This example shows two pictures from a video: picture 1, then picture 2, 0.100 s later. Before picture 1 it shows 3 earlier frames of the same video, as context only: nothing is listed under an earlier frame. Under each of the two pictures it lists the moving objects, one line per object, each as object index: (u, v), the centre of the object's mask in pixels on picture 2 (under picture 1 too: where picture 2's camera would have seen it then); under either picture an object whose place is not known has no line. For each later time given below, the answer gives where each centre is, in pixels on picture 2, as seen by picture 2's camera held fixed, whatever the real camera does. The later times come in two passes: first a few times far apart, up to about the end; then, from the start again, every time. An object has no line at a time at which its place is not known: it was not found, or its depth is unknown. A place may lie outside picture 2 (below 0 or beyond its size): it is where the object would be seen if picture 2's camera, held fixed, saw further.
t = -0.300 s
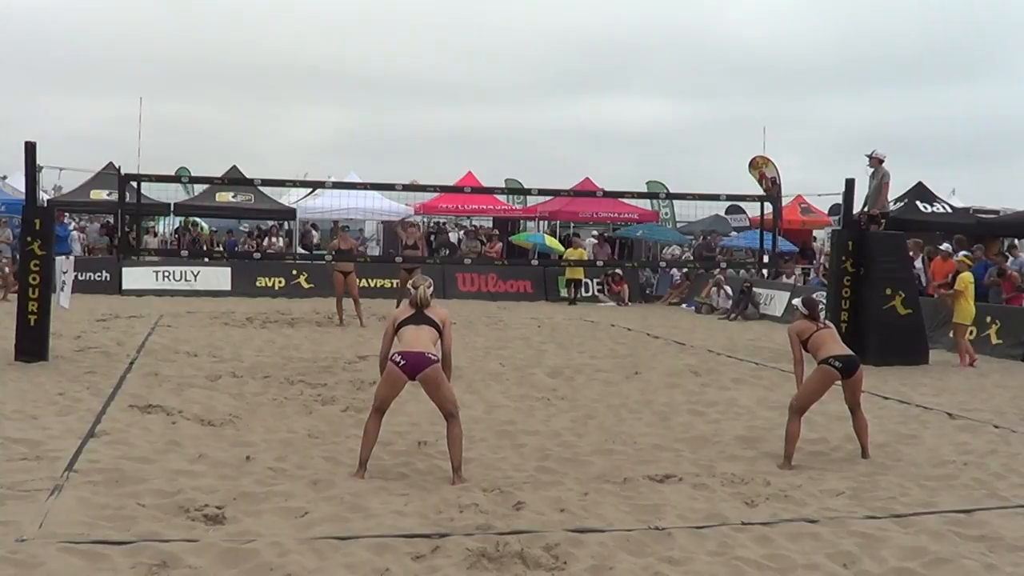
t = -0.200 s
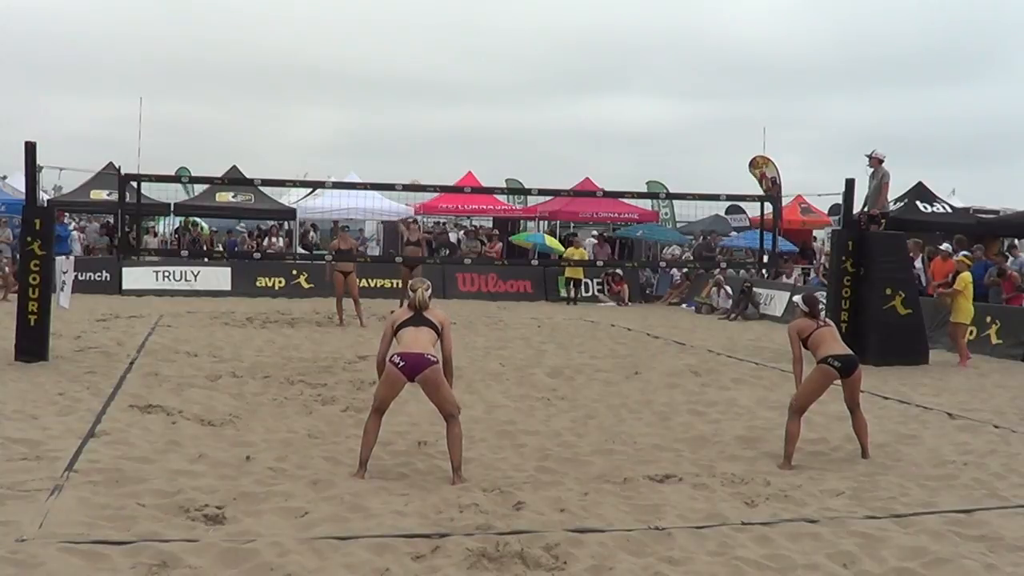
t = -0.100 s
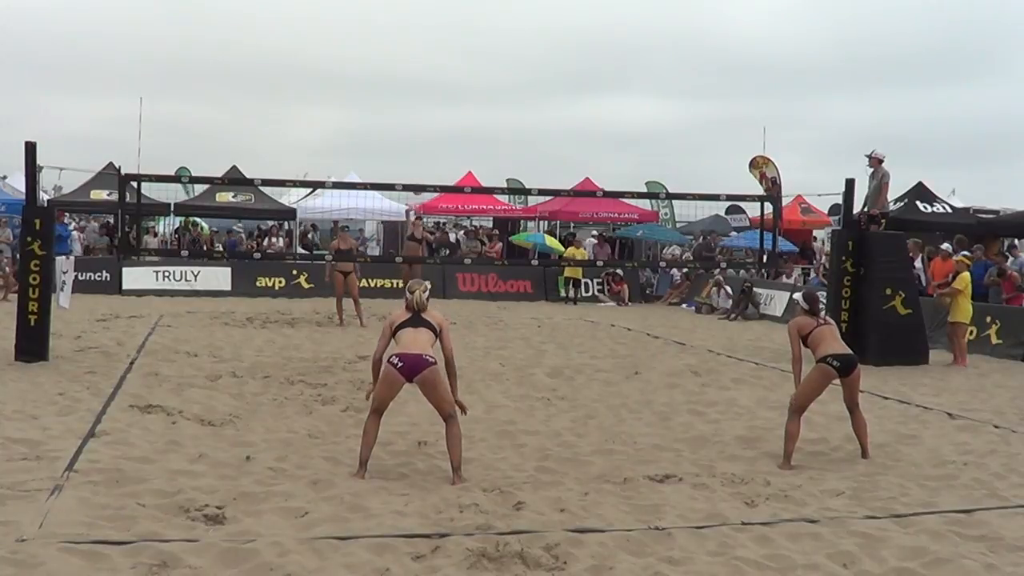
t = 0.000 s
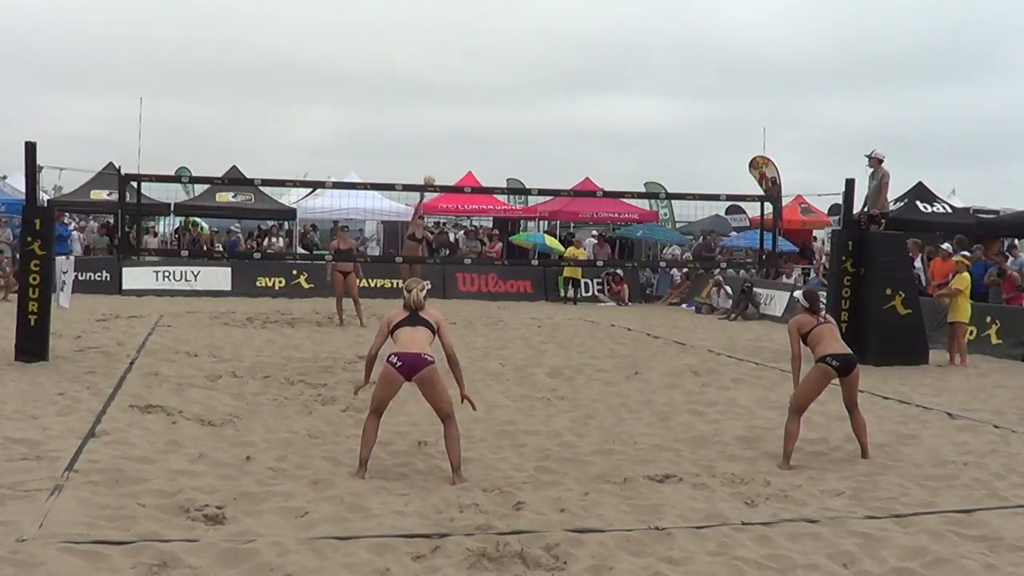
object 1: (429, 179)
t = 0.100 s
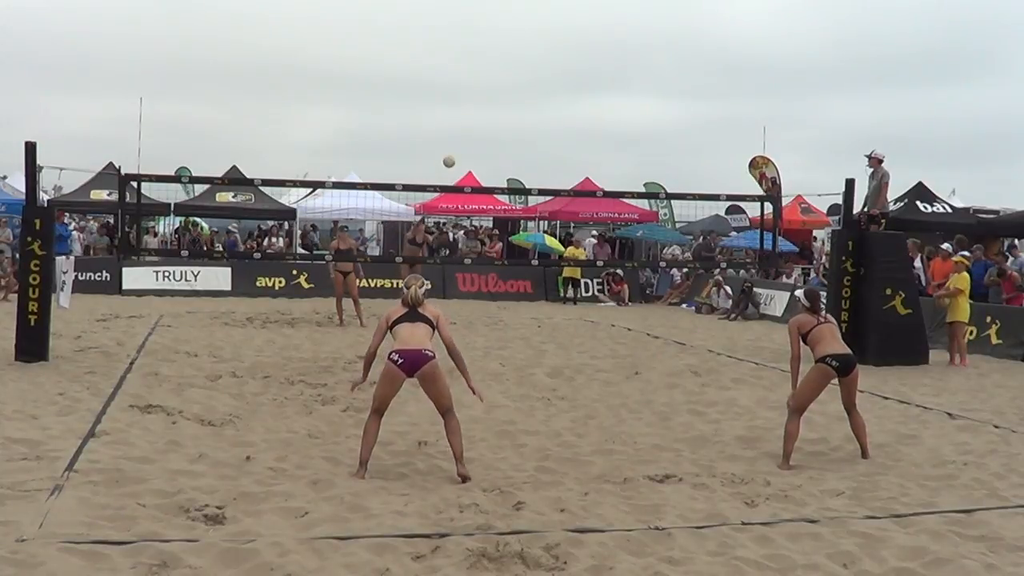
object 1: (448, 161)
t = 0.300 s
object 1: (497, 135)
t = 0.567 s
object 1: (585, 150)
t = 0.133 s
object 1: (456, 155)
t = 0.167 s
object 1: (464, 151)
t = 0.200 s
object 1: (471, 146)
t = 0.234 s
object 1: (480, 143)
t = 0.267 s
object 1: (488, 140)
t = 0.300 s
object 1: (497, 135)
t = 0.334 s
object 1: (507, 135)
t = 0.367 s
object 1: (517, 134)
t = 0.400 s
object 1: (527, 135)
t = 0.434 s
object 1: (538, 135)
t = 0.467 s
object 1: (549, 137)
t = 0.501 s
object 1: (560, 140)
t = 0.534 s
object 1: (572, 145)
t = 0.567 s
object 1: (585, 150)
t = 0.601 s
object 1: (598, 156)
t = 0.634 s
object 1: (611, 163)
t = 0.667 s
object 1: (626, 172)
